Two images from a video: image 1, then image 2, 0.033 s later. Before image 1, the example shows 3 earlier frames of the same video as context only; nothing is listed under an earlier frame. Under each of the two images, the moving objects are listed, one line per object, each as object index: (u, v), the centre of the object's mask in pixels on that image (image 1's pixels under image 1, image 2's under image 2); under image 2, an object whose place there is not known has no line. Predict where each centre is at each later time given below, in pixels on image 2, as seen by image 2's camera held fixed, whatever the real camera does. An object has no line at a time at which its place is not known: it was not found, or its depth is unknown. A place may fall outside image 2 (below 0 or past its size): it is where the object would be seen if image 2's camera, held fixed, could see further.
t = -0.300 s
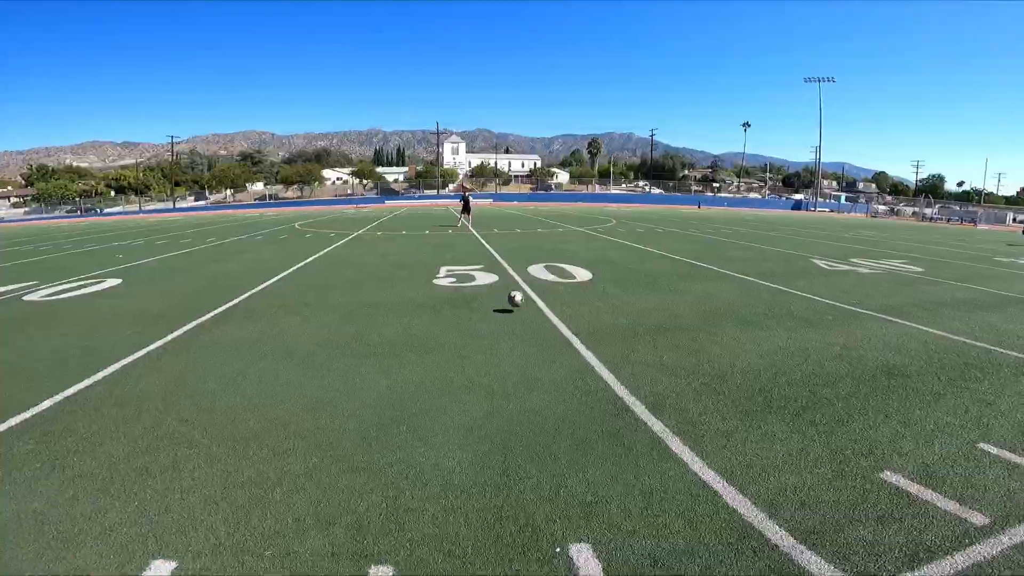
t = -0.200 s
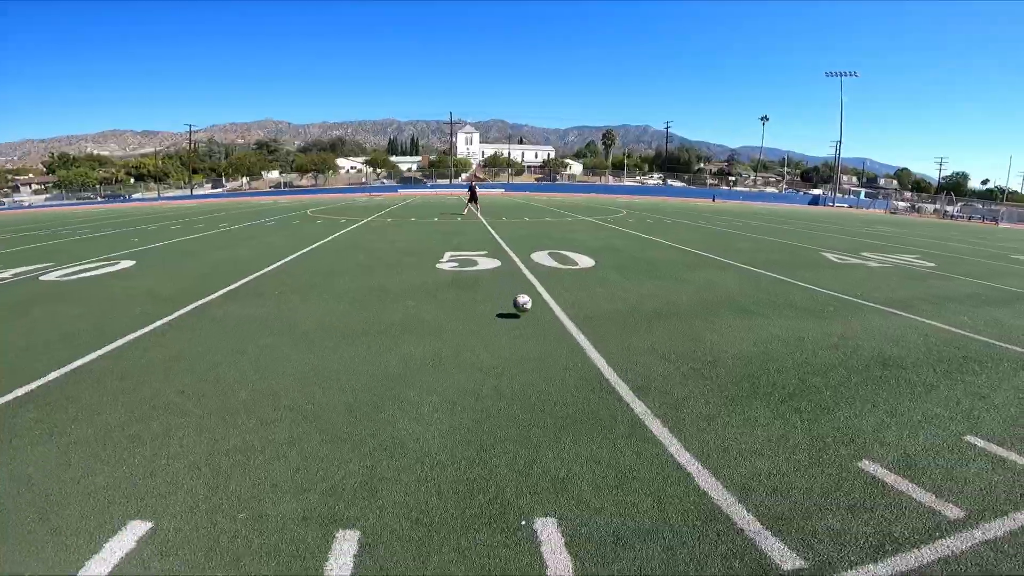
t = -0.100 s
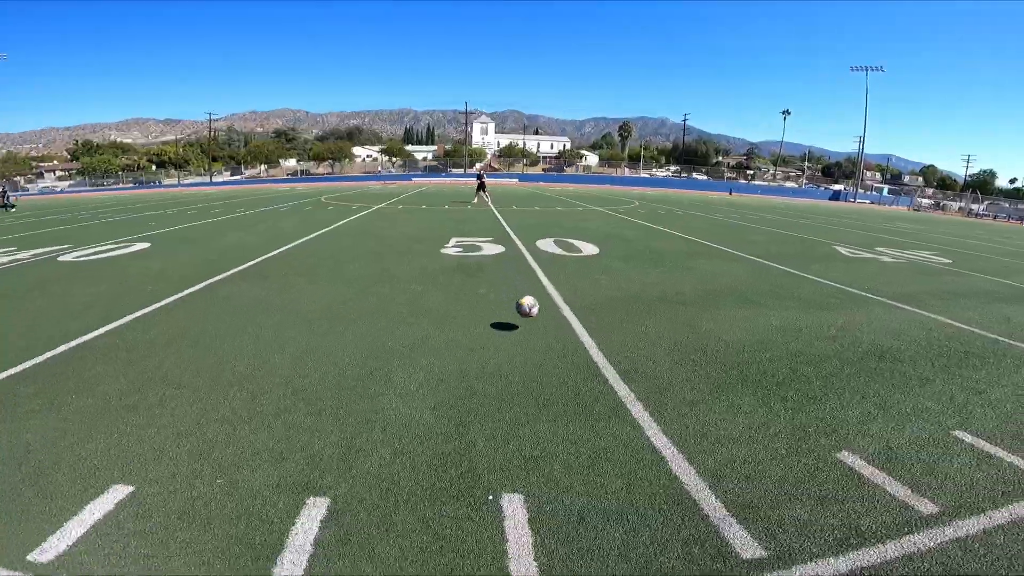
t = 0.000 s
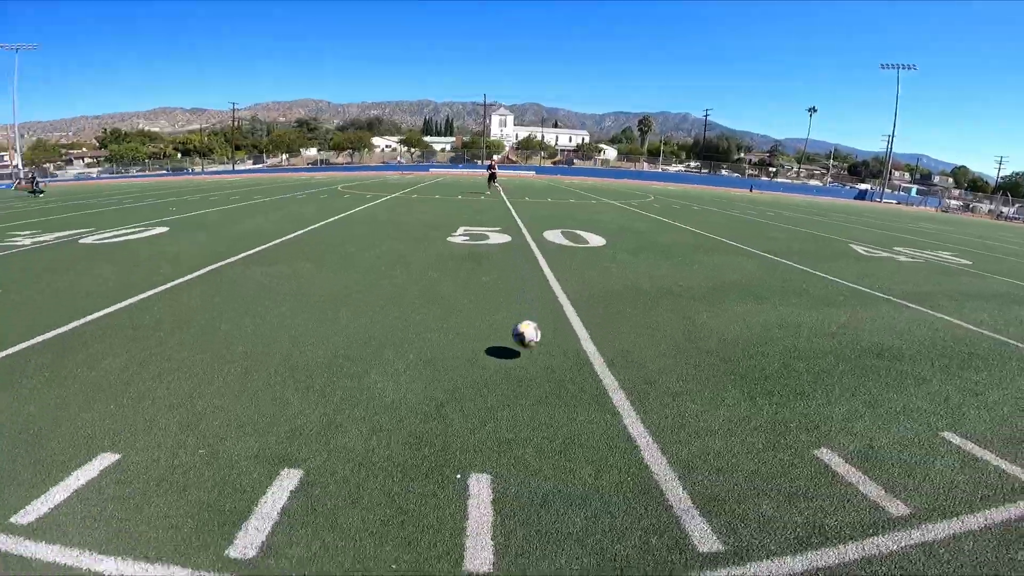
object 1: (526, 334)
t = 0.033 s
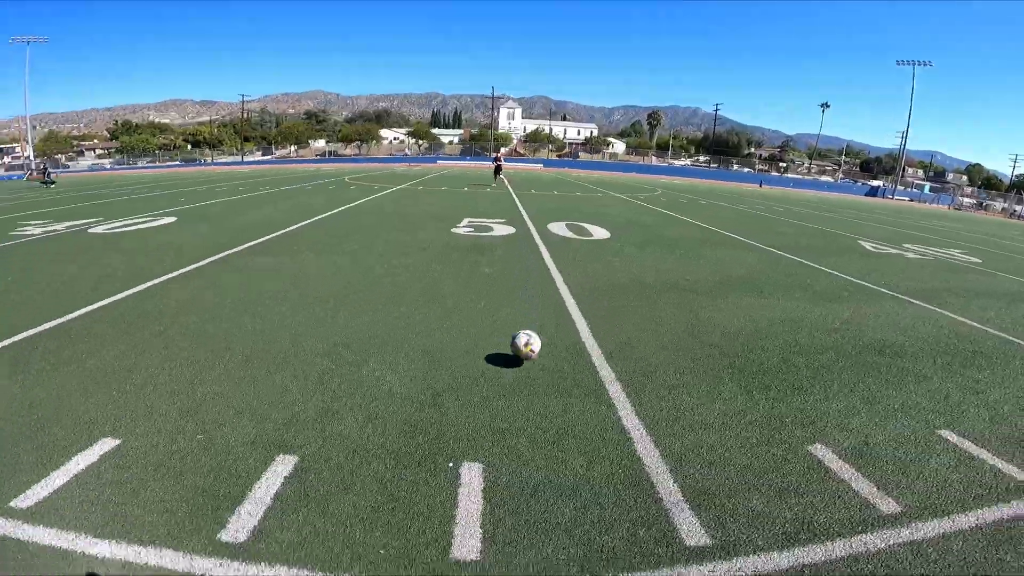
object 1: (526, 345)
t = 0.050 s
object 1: (526, 356)
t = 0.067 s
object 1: (527, 369)
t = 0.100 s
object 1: (528, 387)
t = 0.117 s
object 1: (529, 397)
